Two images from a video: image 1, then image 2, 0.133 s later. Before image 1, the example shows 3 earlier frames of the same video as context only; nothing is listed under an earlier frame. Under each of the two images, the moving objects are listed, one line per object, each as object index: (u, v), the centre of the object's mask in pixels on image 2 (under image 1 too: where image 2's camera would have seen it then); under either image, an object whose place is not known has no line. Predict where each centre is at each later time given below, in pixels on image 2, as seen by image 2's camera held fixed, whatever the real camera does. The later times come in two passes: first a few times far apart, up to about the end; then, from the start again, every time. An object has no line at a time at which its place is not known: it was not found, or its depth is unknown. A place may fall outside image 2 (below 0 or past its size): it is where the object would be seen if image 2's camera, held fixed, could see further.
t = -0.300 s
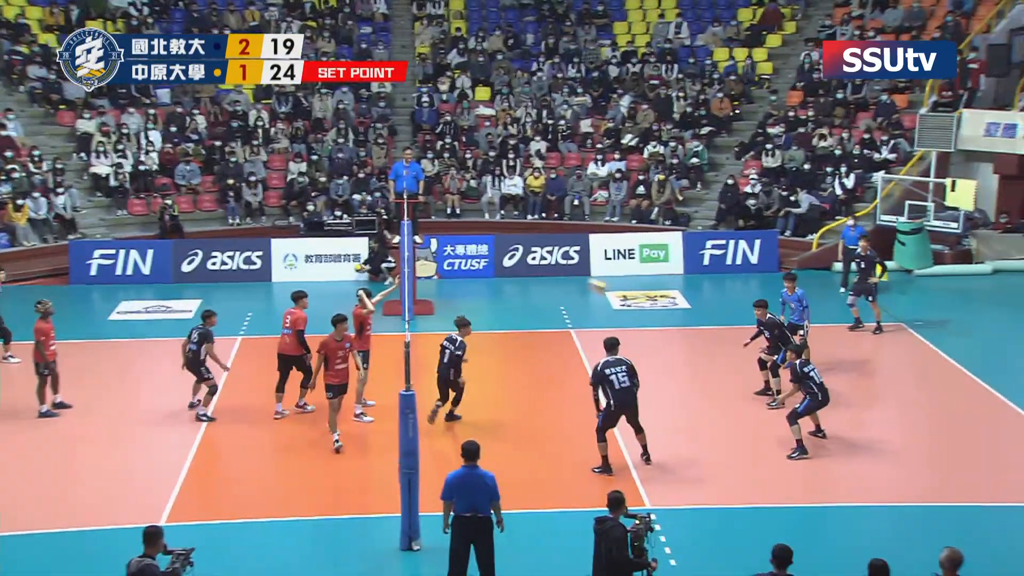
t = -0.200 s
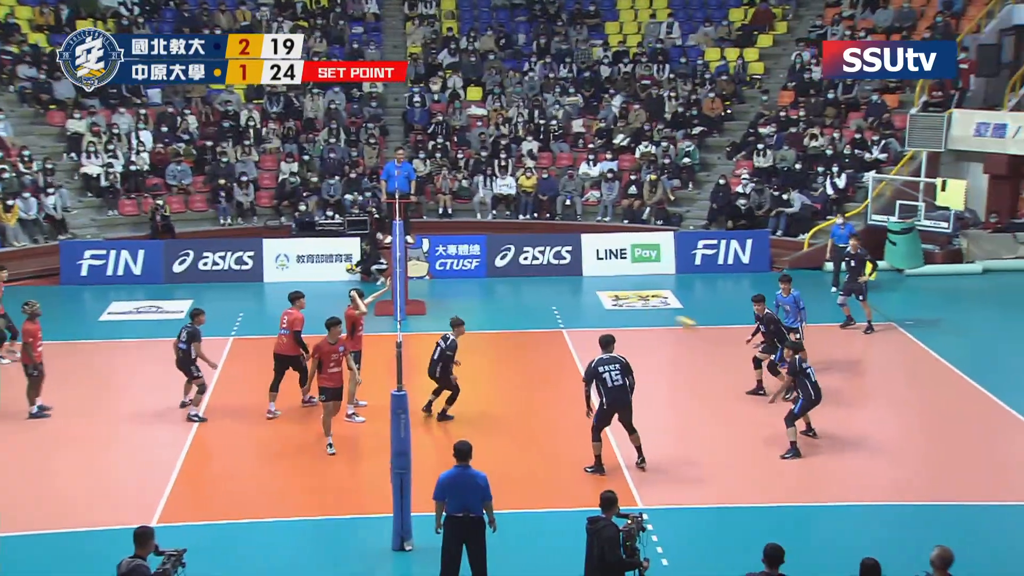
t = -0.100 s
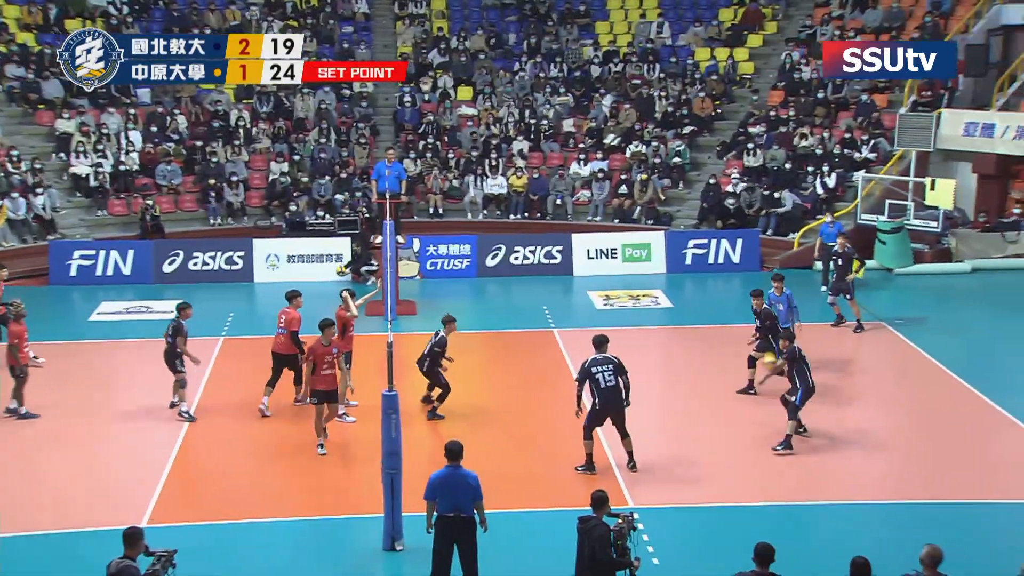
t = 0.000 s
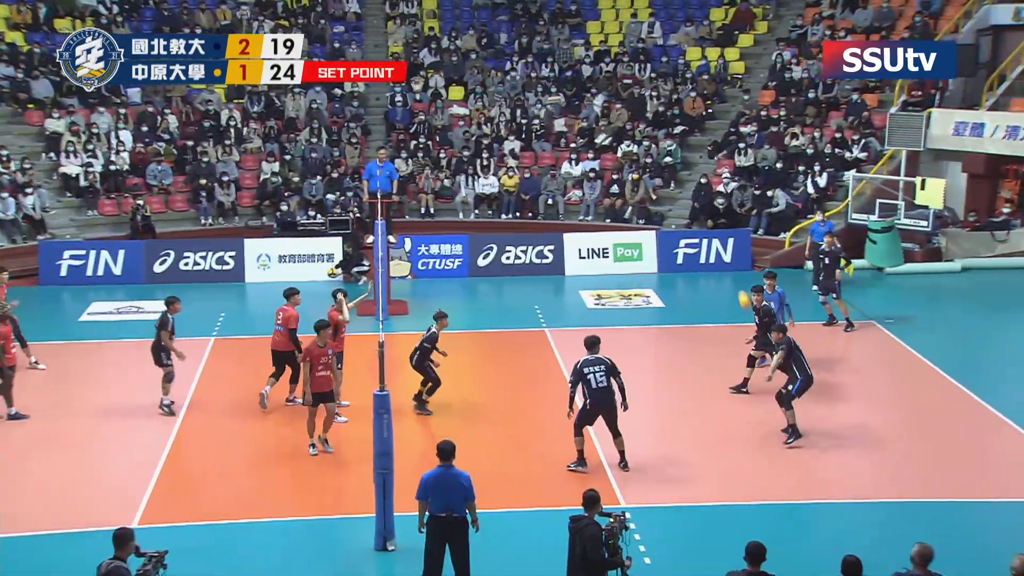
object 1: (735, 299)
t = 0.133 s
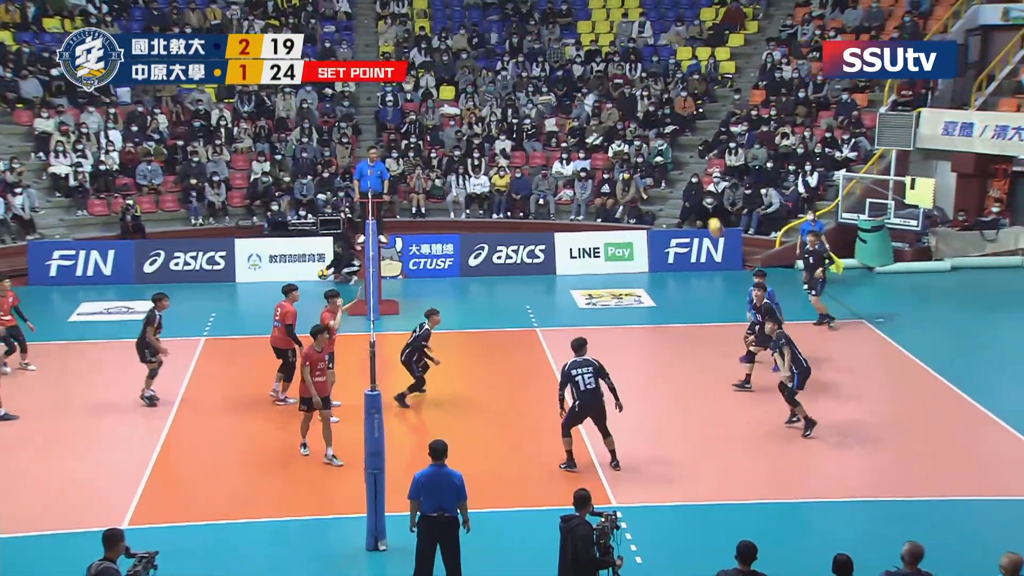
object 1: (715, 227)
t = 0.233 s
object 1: (698, 181)
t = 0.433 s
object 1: (670, 111)
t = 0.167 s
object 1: (710, 211)
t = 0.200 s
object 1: (705, 197)
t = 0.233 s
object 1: (698, 181)
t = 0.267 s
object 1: (694, 166)
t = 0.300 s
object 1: (690, 154)
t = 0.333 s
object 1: (684, 142)
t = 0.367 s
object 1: (680, 131)
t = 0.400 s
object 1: (675, 121)
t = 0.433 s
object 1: (670, 111)
